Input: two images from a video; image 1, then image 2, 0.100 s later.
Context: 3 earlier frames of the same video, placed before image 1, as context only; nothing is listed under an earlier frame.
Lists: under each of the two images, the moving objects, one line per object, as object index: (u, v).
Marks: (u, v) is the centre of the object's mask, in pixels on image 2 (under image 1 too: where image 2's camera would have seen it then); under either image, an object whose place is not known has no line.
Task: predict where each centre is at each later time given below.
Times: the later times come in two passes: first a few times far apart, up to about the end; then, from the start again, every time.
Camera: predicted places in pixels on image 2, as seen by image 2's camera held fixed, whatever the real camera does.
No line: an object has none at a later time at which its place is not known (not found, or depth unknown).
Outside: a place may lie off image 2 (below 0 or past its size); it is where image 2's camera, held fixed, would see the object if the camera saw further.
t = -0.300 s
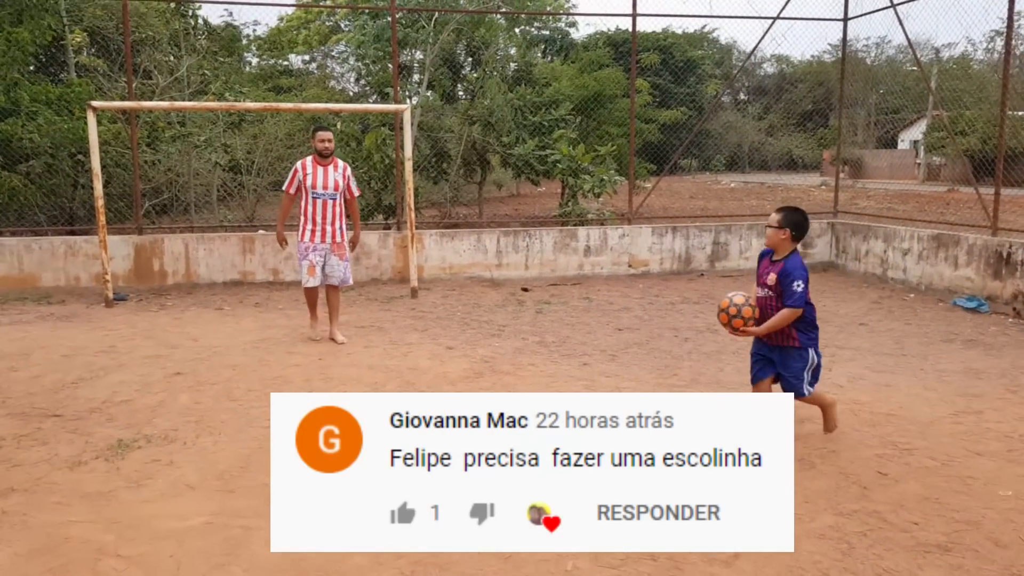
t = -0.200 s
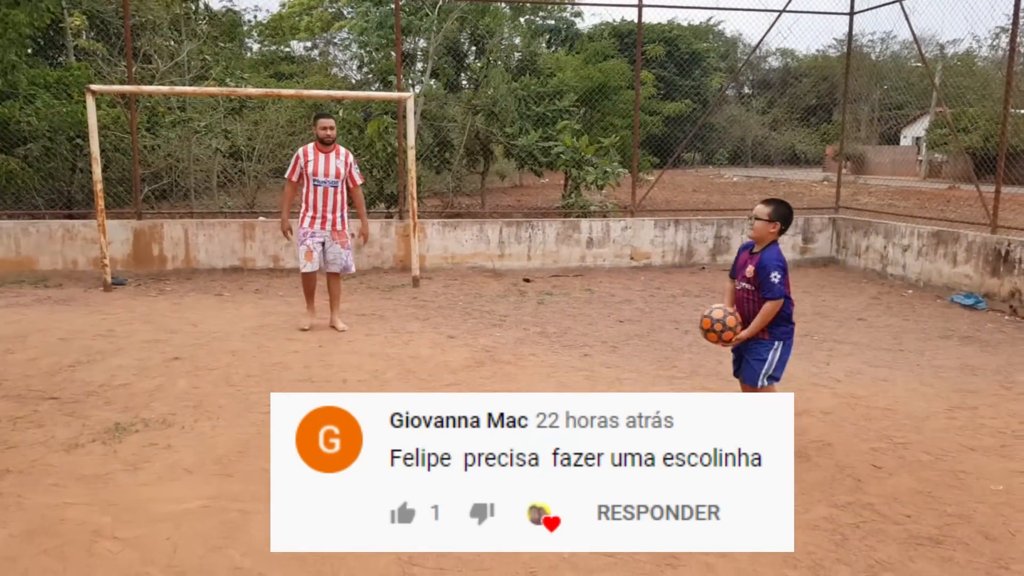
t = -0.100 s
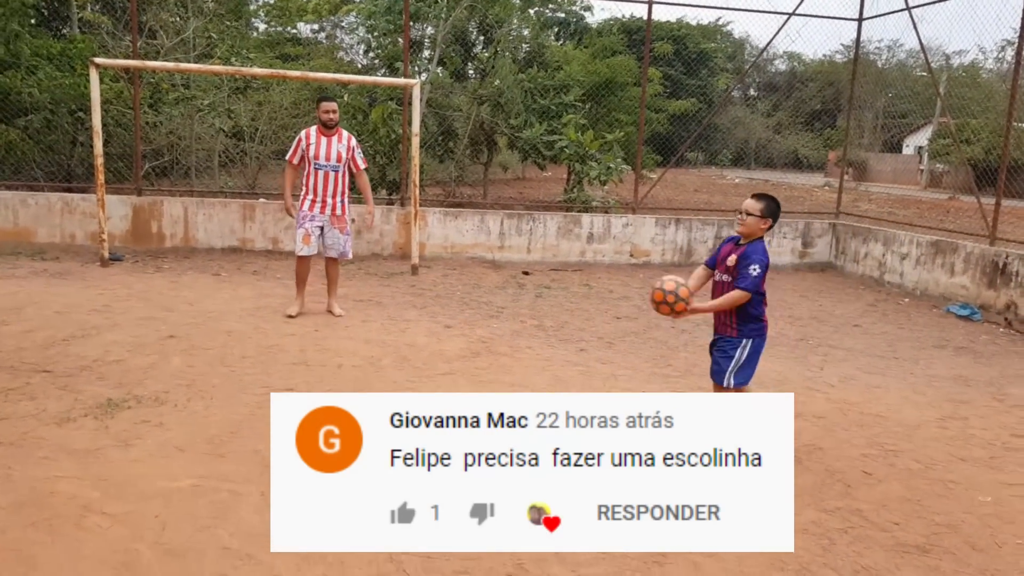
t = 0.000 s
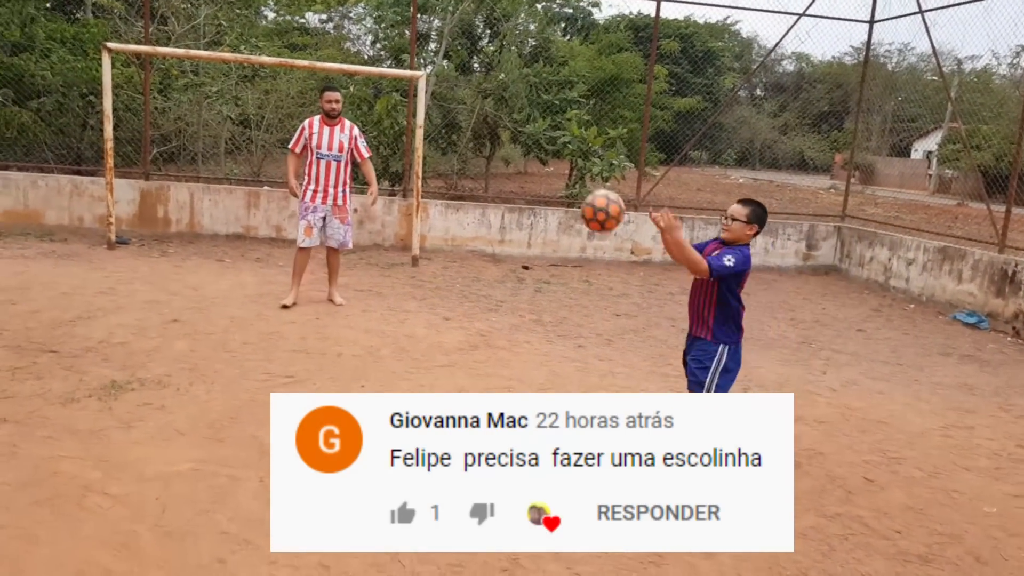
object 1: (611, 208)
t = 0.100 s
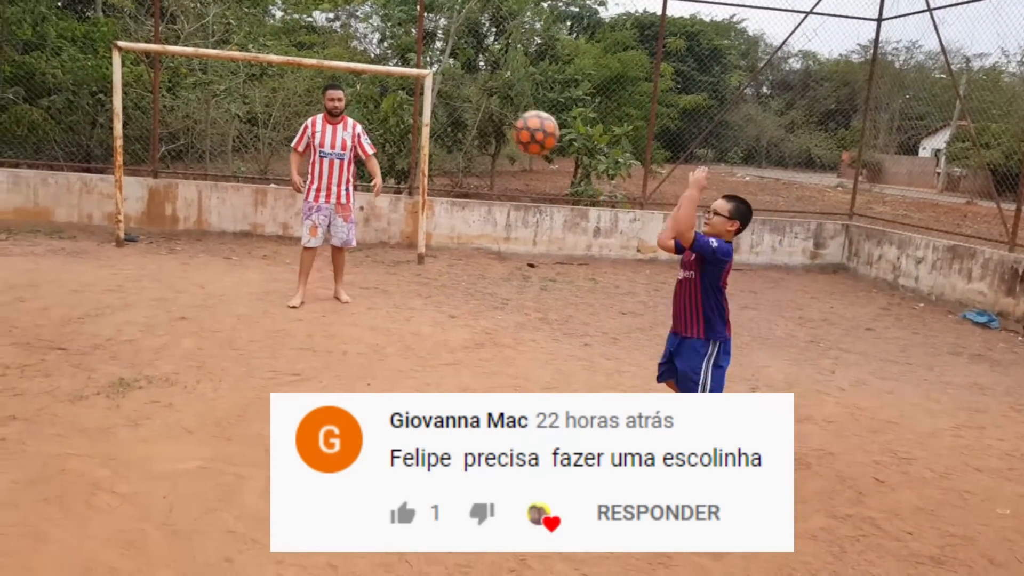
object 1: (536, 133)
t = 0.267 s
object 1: (404, 44)
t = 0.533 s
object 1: (176, 18)
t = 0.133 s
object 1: (510, 111)
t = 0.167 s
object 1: (485, 91)
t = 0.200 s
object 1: (458, 74)
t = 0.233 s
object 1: (430, 57)
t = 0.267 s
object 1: (404, 44)
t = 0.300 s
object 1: (378, 32)
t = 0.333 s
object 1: (349, 21)
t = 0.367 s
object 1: (321, 17)
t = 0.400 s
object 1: (292, 14)
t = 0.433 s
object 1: (263, 12)
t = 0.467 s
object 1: (235, 12)
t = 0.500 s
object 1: (207, 12)
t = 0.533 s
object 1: (176, 18)
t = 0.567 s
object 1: (146, 27)
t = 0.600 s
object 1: (117, 39)
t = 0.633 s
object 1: (89, 52)
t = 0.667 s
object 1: (59, 68)
